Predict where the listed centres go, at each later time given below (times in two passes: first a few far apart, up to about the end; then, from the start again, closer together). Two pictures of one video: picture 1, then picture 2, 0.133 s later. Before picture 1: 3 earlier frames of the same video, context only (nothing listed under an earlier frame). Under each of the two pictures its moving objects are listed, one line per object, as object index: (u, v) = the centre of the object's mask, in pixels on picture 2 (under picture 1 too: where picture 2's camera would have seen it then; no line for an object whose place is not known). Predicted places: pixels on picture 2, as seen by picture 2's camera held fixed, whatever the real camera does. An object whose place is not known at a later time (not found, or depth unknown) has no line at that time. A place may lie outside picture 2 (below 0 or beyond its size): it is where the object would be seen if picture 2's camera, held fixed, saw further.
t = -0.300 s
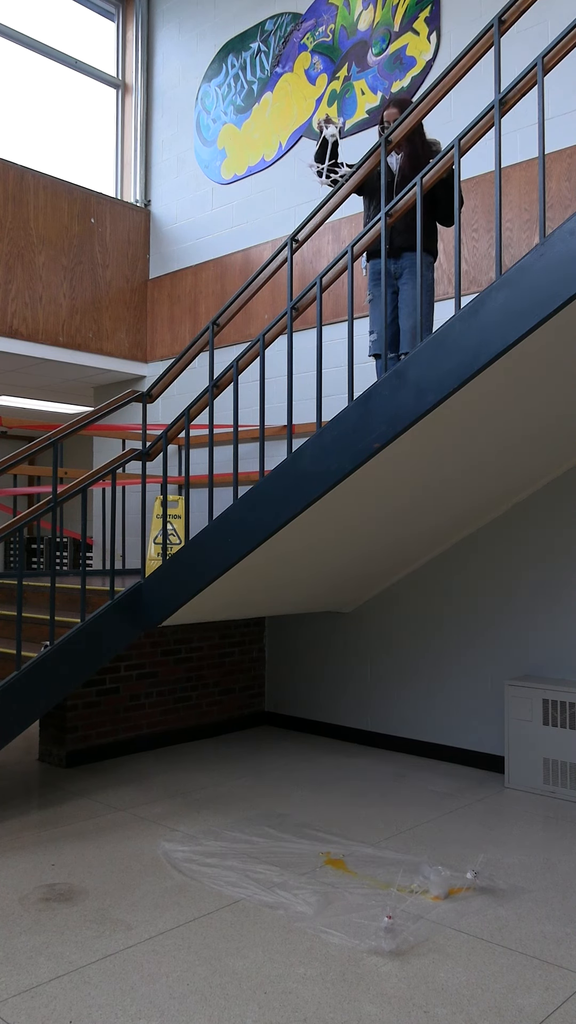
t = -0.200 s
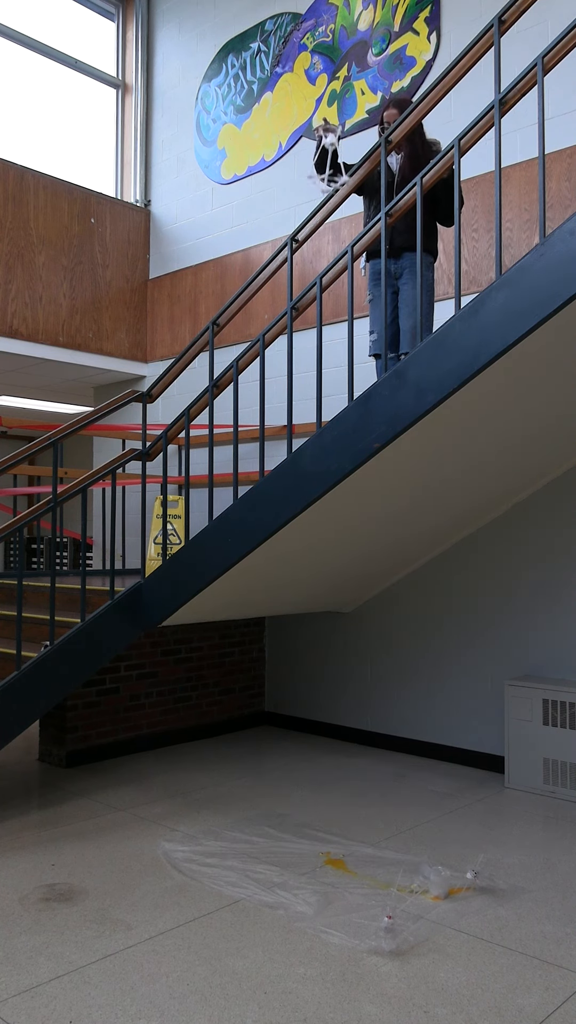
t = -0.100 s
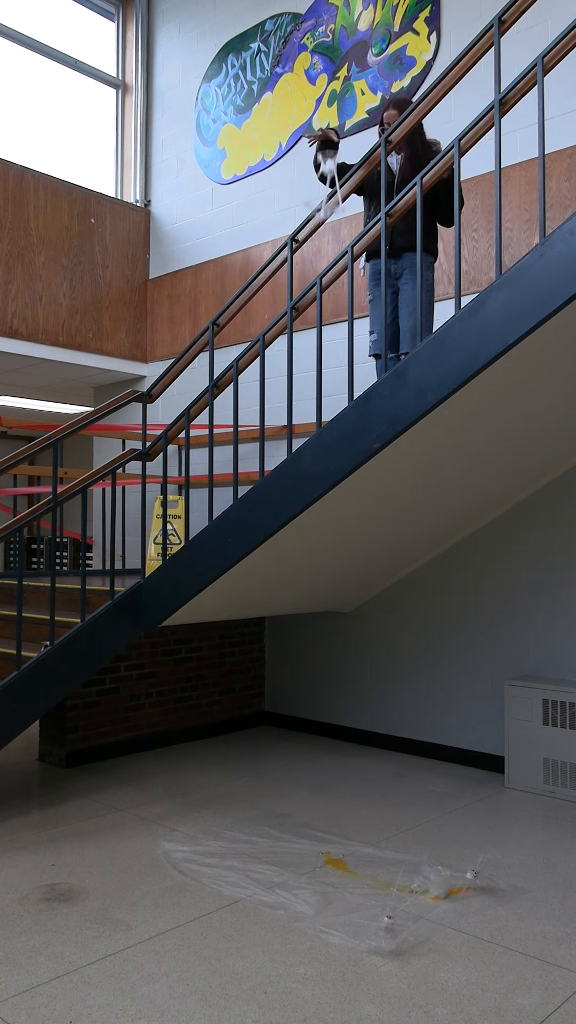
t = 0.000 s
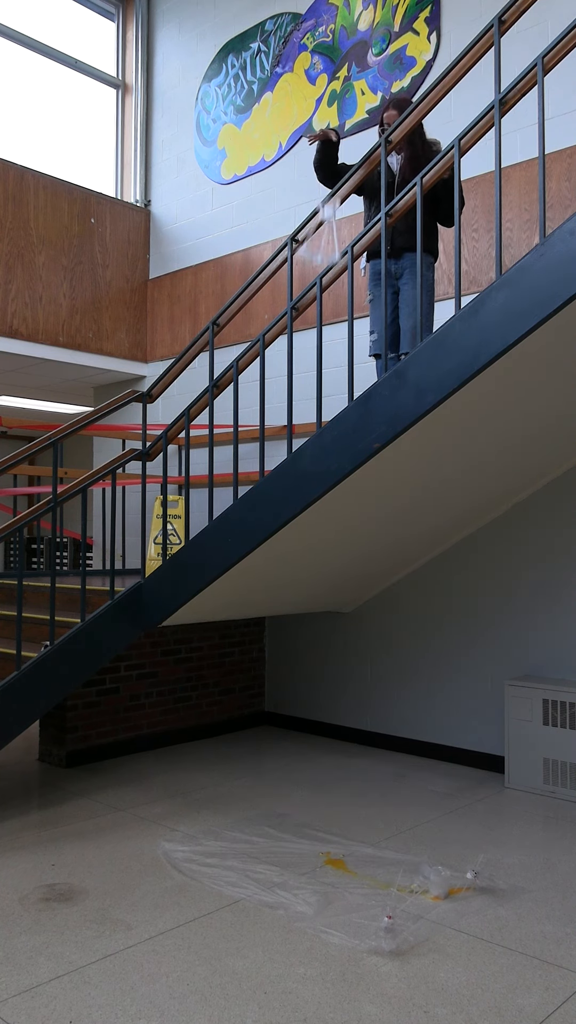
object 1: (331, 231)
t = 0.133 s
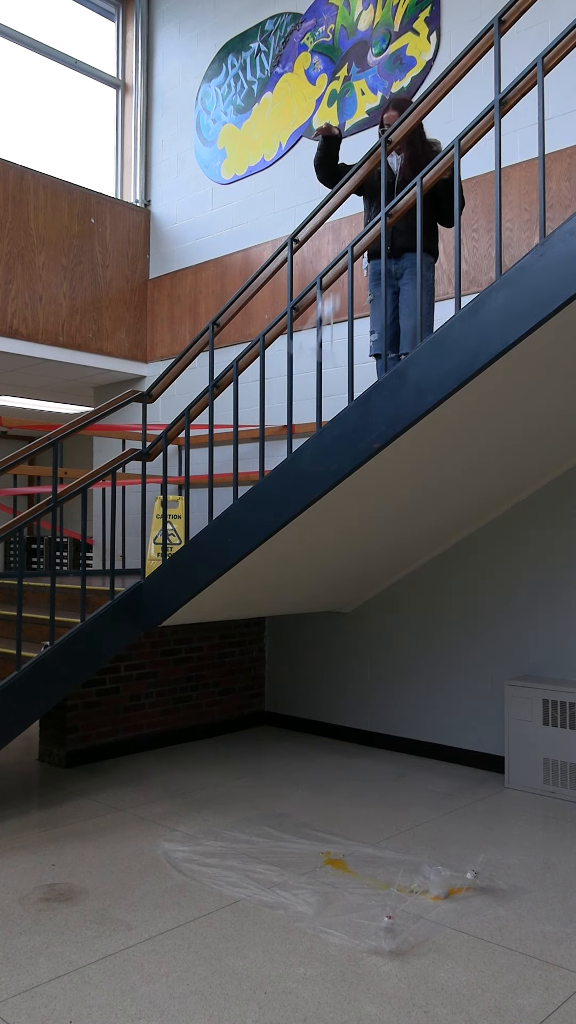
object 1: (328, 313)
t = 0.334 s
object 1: (314, 534)
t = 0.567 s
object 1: (316, 819)
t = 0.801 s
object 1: (332, 846)
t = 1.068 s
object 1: (333, 848)
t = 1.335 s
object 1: (334, 849)
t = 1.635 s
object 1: (334, 849)
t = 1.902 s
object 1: (333, 850)
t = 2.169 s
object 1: (334, 849)
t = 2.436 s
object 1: (333, 849)
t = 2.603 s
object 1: (333, 849)
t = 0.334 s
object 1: (314, 534)
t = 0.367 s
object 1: (314, 575)
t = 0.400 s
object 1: (313, 615)
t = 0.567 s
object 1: (316, 819)
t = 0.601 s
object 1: (326, 852)
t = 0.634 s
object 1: (326, 851)
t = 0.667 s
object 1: (327, 846)
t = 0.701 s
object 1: (326, 845)
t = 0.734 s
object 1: (327, 844)
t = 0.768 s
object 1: (333, 847)
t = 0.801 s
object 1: (332, 846)
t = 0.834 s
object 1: (331, 849)
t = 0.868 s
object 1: (333, 848)
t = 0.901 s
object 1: (334, 848)
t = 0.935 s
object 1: (333, 848)
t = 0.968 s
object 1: (333, 848)
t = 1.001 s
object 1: (333, 848)
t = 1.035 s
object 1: (333, 848)
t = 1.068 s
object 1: (333, 848)
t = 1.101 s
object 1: (333, 848)
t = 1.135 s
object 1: (333, 848)
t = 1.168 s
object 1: (334, 848)
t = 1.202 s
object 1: (334, 849)
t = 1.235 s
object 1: (334, 849)
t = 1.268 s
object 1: (334, 849)
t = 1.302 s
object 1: (334, 849)
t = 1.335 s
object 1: (334, 849)
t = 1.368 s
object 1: (334, 849)
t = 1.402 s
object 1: (334, 849)
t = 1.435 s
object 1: (334, 849)
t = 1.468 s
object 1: (334, 849)
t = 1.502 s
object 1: (334, 849)
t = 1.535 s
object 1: (334, 849)
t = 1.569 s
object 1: (334, 849)
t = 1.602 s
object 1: (334, 849)
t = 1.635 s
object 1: (334, 849)
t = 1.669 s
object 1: (334, 849)
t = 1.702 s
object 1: (334, 850)
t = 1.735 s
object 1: (333, 849)
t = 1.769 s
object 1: (333, 850)
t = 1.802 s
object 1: (333, 850)
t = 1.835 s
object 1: (333, 850)
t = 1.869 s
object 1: (333, 850)
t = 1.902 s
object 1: (333, 850)
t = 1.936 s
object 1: (333, 849)
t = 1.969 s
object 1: (333, 849)
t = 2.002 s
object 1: (333, 849)
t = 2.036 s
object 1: (333, 849)
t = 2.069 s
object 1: (333, 849)
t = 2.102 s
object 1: (333, 849)
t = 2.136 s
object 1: (333, 850)
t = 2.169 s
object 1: (334, 849)
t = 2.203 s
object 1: (334, 849)
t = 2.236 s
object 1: (333, 849)
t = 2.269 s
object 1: (333, 849)
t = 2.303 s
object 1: (333, 849)
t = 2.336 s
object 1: (333, 849)
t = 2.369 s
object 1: (333, 849)
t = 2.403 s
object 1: (333, 849)
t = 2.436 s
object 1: (333, 849)
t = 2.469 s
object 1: (333, 849)
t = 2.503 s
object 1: (333, 849)
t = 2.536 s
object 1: (333, 849)
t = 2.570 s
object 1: (333, 849)
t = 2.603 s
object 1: (333, 849)
